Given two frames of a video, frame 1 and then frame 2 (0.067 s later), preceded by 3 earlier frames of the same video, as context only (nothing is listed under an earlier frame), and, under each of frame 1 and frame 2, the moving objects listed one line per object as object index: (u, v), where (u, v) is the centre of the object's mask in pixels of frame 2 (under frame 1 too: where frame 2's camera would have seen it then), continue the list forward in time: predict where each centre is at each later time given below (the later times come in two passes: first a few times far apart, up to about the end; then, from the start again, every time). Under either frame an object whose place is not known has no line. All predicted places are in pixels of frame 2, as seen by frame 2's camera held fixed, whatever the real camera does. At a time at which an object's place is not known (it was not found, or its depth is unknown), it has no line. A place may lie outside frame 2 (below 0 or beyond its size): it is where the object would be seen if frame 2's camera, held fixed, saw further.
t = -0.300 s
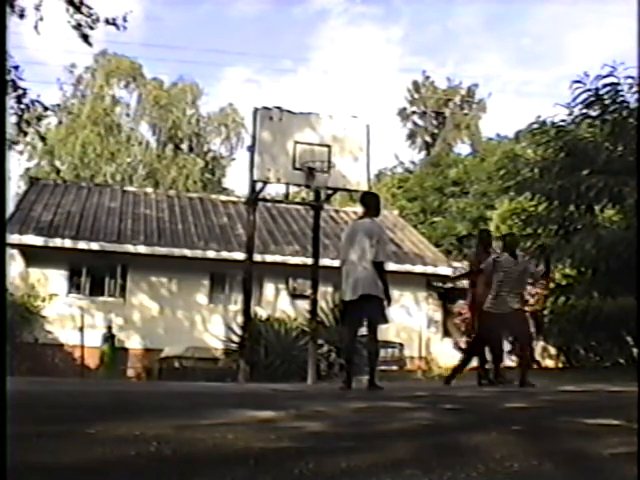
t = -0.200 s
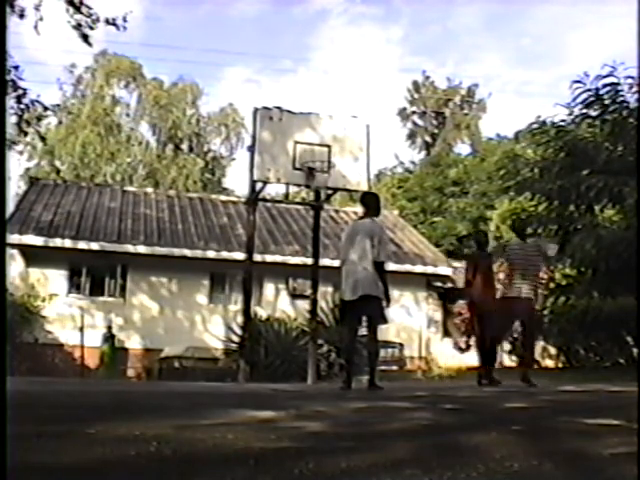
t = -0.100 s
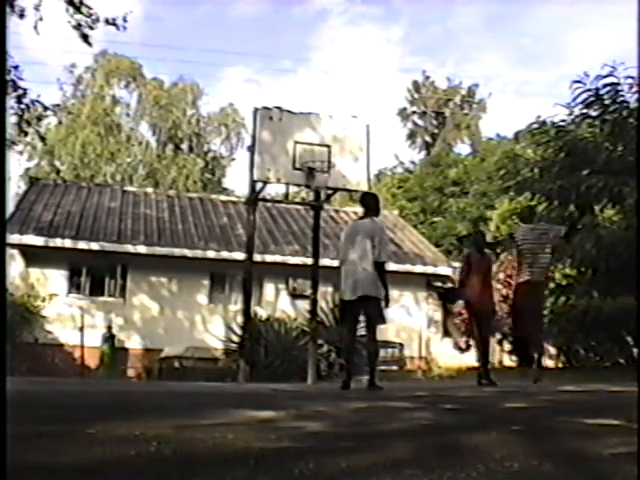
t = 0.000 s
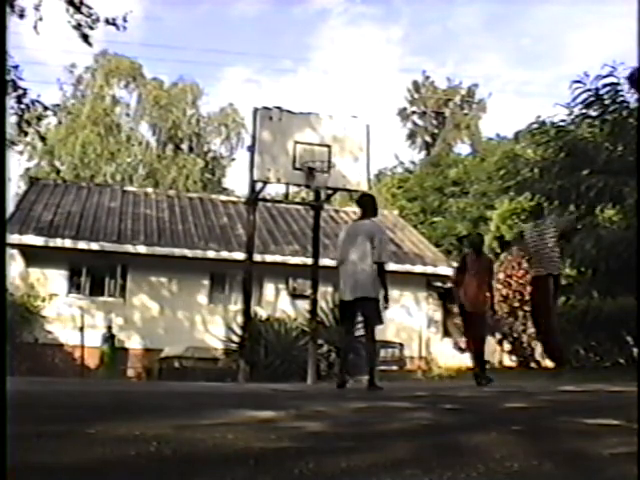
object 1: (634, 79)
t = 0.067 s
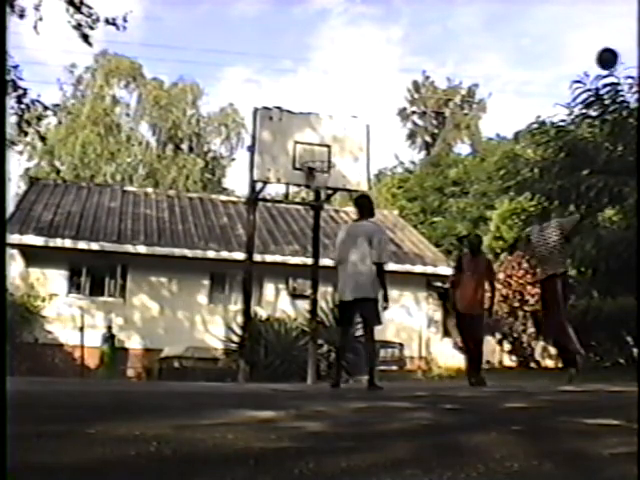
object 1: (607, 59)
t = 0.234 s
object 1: (536, 31)
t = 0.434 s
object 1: (467, 30)
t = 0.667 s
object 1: (401, 64)
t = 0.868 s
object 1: (352, 118)
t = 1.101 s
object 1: (319, 142)
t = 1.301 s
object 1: (303, 143)
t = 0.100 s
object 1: (592, 51)
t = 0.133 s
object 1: (577, 44)
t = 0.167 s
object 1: (563, 39)
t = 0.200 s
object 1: (549, 34)
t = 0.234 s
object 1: (536, 31)
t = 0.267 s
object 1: (523, 29)
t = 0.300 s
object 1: (512, 27)
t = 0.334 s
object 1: (500, 27)
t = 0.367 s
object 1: (489, 27)
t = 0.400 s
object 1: (478, 28)
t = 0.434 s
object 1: (467, 30)
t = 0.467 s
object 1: (457, 33)
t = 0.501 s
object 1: (447, 37)
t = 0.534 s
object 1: (437, 41)
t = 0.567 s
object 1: (428, 45)
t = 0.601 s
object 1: (419, 51)
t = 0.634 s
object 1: (410, 57)
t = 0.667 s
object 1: (401, 64)
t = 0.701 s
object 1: (392, 71)
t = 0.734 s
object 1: (384, 79)
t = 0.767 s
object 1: (376, 88)
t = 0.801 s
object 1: (368, 98)
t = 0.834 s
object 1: (360, 108)
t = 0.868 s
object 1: (352, 118)
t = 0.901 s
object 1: (344, 129)
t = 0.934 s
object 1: (336, 141)
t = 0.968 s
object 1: (328, 153)
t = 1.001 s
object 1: (326, 151)
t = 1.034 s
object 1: (323, 147)
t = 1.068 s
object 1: (321, 144)
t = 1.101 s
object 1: (319, 142)
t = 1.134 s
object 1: (317, 140)
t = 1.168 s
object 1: (314, 139)
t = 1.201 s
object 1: (311, 139)
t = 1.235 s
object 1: (308, 140)
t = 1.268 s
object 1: (305, 142)
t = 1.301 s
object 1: (303, 143)
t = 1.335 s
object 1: (301, 147)
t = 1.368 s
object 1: (297, 150)
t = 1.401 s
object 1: (295, 155)
